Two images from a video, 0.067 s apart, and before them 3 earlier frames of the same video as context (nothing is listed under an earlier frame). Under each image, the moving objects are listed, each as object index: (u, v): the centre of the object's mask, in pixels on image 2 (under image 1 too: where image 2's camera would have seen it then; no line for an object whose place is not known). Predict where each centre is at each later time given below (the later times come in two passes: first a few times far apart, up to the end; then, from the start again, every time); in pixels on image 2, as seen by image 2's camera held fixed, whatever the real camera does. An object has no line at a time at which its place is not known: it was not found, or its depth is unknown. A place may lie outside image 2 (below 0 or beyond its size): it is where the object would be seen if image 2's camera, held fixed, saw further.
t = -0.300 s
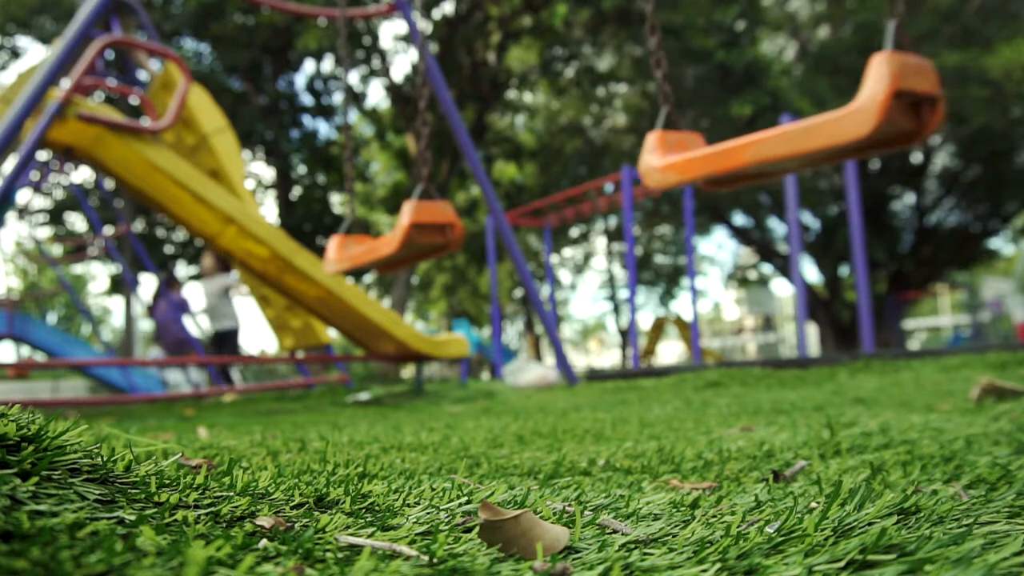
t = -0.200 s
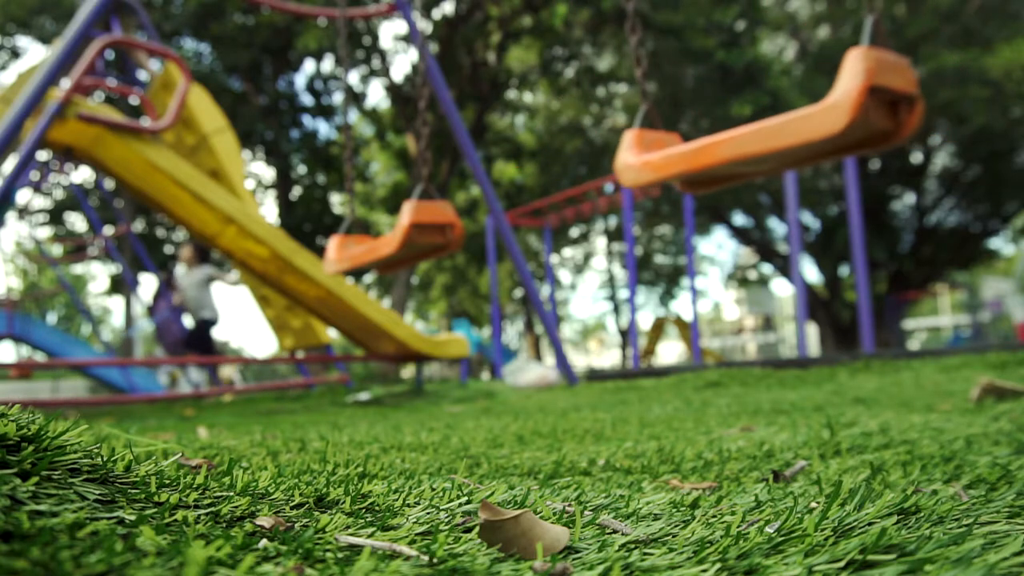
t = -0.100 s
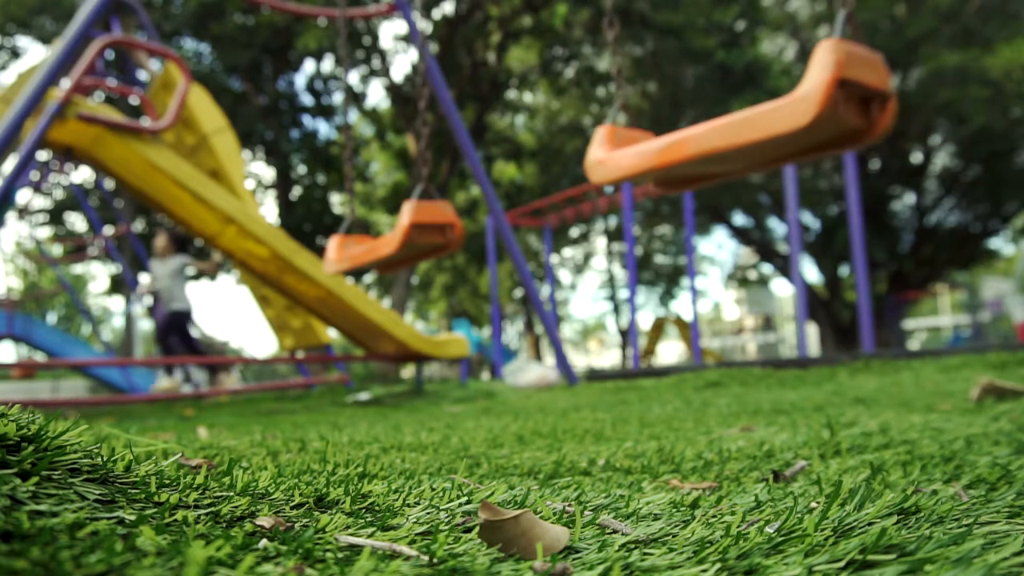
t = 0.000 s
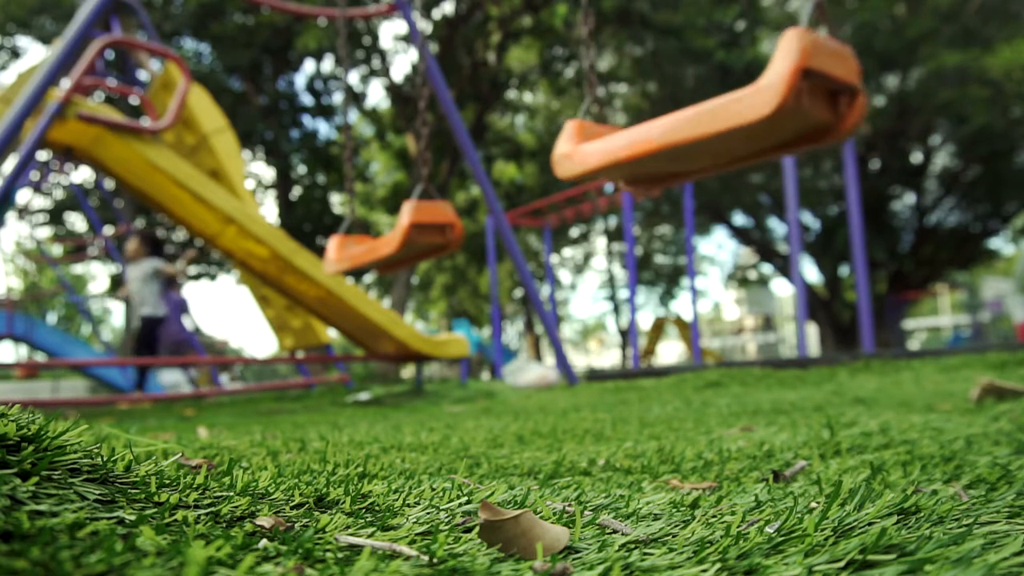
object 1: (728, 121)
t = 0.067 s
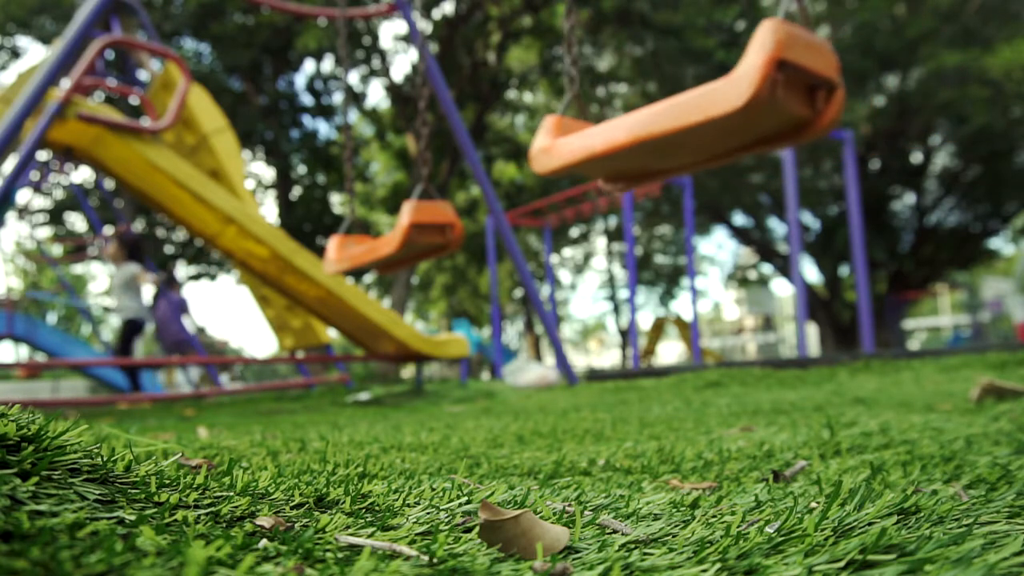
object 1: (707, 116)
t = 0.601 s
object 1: (603, 86)
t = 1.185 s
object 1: (764, 124)
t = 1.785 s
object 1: (828, 133)
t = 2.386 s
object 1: (691, 111)
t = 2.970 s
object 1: (621, 89)
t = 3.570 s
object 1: (793, 129)
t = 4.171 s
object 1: (811, 134)
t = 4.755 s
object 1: (662, 101)
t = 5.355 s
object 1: (653, 95)
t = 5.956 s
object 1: (809, 133)
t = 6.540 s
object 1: (793, 134)
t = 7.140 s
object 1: (634, 92)
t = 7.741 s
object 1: (690, 105)
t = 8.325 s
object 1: (817, 135)
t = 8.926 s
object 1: (769, 129)
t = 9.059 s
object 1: (734, 121)
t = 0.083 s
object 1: (702, 115)
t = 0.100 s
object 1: (696, 113)
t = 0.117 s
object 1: (691, 111)
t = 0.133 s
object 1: (686, 110)
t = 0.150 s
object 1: (680, 108)
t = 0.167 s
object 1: (675, 106)
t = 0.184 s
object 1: (670, 105)
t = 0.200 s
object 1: (664, 103)
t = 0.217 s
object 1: (659, 102)
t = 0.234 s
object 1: (654, 100)
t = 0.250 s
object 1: (649, 99)
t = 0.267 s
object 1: (644, 98)
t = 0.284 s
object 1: (640, 97)
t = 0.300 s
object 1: (636, 96)
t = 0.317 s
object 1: (631, 95)
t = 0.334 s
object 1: (627, 94)
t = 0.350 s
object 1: (623, 93)
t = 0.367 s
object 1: (620, 92)
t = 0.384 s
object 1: (617, 91)
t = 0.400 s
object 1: (613, 90)
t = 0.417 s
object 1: (611, 89)
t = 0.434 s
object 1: (608, 89)
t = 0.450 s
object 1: (606, 88)
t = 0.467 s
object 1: (605, 88)
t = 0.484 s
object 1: (603, 87)
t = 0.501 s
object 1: (602, 87)
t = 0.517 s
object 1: (602, 87)
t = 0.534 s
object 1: (601, 86)
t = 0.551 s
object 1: (601, 86)
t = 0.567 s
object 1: (601, 86)
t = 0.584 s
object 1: (602, 86)
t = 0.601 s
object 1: (603, 86)
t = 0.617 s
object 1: (604, 87)
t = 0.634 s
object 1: (606, 87)
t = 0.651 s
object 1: (608, 87)
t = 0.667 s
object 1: (611, 88)
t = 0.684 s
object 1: (613, 89)
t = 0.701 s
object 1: (616, 89)
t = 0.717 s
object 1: (620, 90)
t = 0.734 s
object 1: (623, 91)
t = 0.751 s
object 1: (627, 92)
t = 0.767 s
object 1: (631, 93)
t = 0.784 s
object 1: (636, 93)
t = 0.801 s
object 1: (641, 94)
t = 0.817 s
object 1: (646, 95)
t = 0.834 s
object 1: (651, 96)
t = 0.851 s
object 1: (656, 98)
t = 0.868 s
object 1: (662, 99)
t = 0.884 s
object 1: (667, 100)
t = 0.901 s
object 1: (673, 101)
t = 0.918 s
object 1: (678, 103)
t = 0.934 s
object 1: (684, 104)
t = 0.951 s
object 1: (689, 106)
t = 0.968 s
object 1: (695, 108)
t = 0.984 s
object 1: (700, 109)
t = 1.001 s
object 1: (706, 111)
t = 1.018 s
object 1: (711, 112)
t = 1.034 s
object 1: (717, 113)
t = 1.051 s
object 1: (722, 115)
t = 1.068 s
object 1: (728, 116)
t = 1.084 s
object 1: (733, 118)
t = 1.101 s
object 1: (739, 119)
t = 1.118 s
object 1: (744, 120)
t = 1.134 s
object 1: (749, 121)
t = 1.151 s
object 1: (754, 122)
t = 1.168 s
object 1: (759, 123)
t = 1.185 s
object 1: (764, 124)
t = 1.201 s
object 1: (769, 125)
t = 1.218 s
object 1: (773, 126)
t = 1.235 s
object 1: (778, 127)
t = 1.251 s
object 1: (782, 127)
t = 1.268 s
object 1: (786, 128)
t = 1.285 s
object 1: (790, 128)
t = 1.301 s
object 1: (794, 129)
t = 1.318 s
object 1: (798, 129)
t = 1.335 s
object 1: (801, 129)
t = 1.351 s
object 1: (804, 130)
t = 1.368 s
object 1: (807, 130)
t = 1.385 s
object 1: (810, 130)
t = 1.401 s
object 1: (812, 131)
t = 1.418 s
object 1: (815, 131)
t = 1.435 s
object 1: (818, 131)
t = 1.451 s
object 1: (820, 131)
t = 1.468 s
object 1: (822, 132)
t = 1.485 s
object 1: (824, 132)
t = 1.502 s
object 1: (826, 132)
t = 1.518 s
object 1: (828, 132)
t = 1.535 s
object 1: (829, 132)
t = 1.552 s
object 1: (830, 132)
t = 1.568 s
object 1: (831, 132)
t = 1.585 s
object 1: (832, 132)
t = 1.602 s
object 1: (833, 132)
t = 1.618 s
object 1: (833, 132)
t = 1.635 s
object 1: (834, 132)
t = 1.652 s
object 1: (834, 132)
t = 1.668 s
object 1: (834, 133)
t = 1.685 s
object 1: (834, 132)
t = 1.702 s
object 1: (833, 132)
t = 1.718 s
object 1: (833, 133)
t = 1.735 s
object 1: (832, 133)
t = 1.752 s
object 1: (831, 133)
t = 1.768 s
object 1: (830, 133)
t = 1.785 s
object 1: (828, 133)
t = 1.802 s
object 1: (827, 133)
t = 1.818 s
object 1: (826, 133)
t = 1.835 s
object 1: (824, 133)
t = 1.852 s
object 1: (822, 133)
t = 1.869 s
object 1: (820, 133)
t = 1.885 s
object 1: (817, 133)
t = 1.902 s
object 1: (815, 133)
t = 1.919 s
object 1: (812, 133)
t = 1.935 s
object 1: (809, 133)
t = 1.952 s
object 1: (806, 133)
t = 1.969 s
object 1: (804, 133)
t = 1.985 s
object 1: (801, 133)
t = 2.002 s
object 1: (798, 133)
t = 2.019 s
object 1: (794, 132)
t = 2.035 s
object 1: (790, 132)
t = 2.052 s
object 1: (786, 132)
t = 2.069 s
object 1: (783, 131)
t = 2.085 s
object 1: (779, 131)
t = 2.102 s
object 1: (775, 130)
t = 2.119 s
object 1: (770, 130)
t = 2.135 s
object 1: (766, 129)
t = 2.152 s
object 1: (761, 128)
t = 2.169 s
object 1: (757, 128)
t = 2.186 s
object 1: (752, 127)
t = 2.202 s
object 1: (747, 126)
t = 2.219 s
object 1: (742, 125)
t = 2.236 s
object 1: (736, 124)
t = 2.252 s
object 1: (731, 124)
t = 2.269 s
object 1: (727, 122)
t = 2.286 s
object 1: (722, 120)
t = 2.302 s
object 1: (717, 119)
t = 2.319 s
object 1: (711, 117)
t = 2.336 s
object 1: (706, 116)
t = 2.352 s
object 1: (701, 114)
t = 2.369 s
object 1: (696, 113)
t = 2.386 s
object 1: (691, 111)
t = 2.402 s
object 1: (686, 110)
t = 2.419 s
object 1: (681, 108)
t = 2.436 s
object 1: (676, 106)
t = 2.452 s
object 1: (670, 105)
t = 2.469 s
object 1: (665, 103)
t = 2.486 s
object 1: (660, 102)
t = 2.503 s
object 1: (655, 100)
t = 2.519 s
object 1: (650, 99)
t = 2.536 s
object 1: (645, 98)
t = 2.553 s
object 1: (640, 97)
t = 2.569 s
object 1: (636, 96)
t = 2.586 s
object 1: (632, 95)
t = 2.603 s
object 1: (628, 94)
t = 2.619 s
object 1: (625, 92)
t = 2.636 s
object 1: (621, 91)
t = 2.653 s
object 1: (618, 90)
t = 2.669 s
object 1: (615, 90)
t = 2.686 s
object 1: (613, 89)
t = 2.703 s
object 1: (611, 88)
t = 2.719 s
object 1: (609, 87)
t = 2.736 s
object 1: (607, 87)
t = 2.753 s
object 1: (606, 86)
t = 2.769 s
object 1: (605, 86)
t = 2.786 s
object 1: (605, 86)
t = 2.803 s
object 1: (605, 86)
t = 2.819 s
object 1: (605, 86)
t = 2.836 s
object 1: (605, 86)
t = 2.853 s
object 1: (606, 86)
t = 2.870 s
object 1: (607, 86)
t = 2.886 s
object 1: (608, 86)
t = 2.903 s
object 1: (610, 86)
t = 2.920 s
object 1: (612, 87)
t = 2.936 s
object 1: (615, 88)
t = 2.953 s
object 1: (618, 88)
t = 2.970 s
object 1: (621, 89)
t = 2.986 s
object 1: (624, 90)
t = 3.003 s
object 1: (628, 90)
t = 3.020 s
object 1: (632, 91)
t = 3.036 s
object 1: (636, 92)
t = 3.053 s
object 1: (641, 93)
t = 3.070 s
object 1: (645, 94)
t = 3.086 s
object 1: (650, 95)
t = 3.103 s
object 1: (655, 96)
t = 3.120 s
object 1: (660, 97)
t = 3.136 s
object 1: (666, 98)
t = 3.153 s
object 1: (671, 100)
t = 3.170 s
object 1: (676, 101)
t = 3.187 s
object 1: (682, 102)
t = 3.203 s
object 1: (687, 104)
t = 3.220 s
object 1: (692, 105)
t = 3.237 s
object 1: (698, 107)
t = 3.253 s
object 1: (703, 109)
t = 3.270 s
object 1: (709, 110)
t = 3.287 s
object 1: (714, 111)
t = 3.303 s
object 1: (719, 113)
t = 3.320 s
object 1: (725, 114)
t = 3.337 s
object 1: (730, 116)
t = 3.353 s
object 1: (735, 117)
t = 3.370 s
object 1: (740, 119)
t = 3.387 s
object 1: (746, 120)
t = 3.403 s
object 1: (751, 121)
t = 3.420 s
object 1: (755, 122)
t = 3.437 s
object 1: (760, 123)
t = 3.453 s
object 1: (765, 124)
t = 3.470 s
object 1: (769, 125)
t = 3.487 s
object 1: (773, 126)
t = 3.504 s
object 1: (778, 127)
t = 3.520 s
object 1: (782, 127)
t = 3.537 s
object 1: (786, 128)
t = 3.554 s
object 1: (789, 129)
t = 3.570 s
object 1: (793, 129)
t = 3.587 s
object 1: (796, 130)
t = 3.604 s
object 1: (799, 130)
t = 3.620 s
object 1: (803, 130)
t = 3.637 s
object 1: (805, 131)
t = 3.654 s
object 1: (808, 131)
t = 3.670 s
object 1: (810, 131)
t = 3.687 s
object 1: (813, 131)
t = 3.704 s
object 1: (816, 132)
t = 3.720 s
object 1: (817, 132)
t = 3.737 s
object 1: (819, 132)
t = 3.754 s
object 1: (821, 133)
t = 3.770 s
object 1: (823, 133)
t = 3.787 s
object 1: (824, 133)
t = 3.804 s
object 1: (825, 133)
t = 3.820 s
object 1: (826, 133)
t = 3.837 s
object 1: (827, 133)
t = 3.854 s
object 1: (828, 133)
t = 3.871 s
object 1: (829, 133)
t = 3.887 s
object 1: (829, 133)
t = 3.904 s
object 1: (829, 133)
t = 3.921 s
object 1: (830, 133)
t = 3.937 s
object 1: (829, 134)
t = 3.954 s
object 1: (830, 134)
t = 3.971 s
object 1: (829, 134)
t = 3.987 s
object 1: (829, 134)
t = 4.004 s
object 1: (828, 134)
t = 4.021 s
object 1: (827, 134)
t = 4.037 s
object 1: (826, 134)
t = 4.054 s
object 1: (824, 134)
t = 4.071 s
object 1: (823, 134)
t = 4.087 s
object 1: (822, 134)
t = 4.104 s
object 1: (820, 134)
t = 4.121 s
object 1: (818, 134)
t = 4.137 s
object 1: (816, 134)
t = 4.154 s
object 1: (814, 134)
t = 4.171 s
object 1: (811, 134)
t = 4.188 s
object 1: (808, 134)
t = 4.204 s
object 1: (806, 134)
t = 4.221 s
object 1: (803, 134)
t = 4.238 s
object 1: (801, 134)
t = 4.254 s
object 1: (797, 134)
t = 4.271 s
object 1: (794, 133)
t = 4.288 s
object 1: (791, 133)
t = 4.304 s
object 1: (788, 133)
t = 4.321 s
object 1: (784, 133)
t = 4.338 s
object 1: (780, 132)
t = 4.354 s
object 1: (776, 131)
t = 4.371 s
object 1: (772, 131)
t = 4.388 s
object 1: (769, 130)
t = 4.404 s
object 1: (764, 129)
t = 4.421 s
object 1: (760, 128)
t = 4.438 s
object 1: (755, 128)
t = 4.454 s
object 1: (751, 127)
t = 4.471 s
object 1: (746, 126)
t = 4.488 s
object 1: (740, 125)
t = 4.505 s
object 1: (736, 124)
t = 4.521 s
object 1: (730, 123)
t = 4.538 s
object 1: (726, 121)
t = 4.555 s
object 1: (721, 120)
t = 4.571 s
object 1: (716, 119)
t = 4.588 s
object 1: (711, 117)
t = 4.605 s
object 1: (706, 115)
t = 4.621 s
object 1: (701, 114)
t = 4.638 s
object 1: (696, 113)
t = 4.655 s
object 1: (691, 111)
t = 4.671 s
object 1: (687, 109)
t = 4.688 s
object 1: (682, 107)
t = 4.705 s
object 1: (677, 105)
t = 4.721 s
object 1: (672, 104)
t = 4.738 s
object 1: (667, 102)
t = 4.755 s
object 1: (662, 101)
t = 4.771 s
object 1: (657, 100)
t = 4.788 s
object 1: (652, 98)
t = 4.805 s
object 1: (647, 97)
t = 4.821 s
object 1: (643, 96)
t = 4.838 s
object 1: (639, 95)
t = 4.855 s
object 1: (635, 94)
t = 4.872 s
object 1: (631, 93)
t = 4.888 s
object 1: (628, 92)
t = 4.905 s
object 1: (625, 91)
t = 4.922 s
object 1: (622, 90)
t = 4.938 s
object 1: (619, 89)
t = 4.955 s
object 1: (616, 88)
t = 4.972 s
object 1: (614, 88)
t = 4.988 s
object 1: (612, 87)
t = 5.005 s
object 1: (611, 86)
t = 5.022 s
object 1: (610, 86)
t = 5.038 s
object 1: (609, 86)
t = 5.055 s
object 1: (609, 85)
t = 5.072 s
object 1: (608, 85)
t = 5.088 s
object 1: (608, 85)
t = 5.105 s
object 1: (609, 85)
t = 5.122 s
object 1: (610, 85)
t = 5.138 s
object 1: (611, 85)
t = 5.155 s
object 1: (612, 85)
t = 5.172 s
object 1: (614, 86)
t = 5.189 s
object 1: (616, 86)
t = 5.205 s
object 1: (618, 87)
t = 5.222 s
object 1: (621, 88)
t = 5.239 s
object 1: (624, 88)
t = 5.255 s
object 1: (628, 89)
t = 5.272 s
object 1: (631, 90)
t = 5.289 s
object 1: (635, 91)
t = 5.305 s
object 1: (639, 92)
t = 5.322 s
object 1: (644, 93)
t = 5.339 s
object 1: (649, 94)
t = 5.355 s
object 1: (653, 95)
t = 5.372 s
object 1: (658, 96)
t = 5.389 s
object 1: (663, 97)
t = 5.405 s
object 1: (669, 98)
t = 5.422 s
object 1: (674, 100)
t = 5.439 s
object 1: (679, 101)
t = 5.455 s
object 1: (684, 102)
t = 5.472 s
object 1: (689, 104)
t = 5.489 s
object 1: (694, 106)
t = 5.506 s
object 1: (700, 107)
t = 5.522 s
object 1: (705, 109)
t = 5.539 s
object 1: (710, 110)
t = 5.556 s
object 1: (715, 112)
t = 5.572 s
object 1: (720, 113)
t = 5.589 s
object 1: (726, 115)
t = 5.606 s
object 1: (731, 116)
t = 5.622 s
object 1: (735, 118)
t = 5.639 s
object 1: (740, 119)
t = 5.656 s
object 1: (746, 120)
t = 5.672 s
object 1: (750, 121)
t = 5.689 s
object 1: (755, 122)
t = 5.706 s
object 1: (759, 124)
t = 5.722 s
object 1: (764, 124)
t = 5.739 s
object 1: (769, 125)
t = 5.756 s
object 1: (772, 126)
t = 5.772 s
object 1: (776, 127)
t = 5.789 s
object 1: (780, 128)
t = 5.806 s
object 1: (784, 129)
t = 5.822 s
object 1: (787, 129)
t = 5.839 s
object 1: (791, 130)
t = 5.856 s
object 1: (794, 130)
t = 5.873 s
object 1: (797, 131)
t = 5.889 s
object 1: (800, 131)
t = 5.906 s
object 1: (803, 132)
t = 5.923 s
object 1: (805, 132)
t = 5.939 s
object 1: (807, 132)
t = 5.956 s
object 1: (809, 133)
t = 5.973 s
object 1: (812, 133)
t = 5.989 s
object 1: (814, 133)
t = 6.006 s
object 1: (816, 133)
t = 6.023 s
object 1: (818, 133)
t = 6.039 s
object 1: (819, 133)
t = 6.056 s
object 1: (821, 134)
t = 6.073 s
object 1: (822, 134)
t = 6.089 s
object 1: (823, 134)
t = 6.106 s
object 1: (824, 134)
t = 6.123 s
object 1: (824, 134)
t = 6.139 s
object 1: (825, 134)
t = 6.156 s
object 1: (825, 134)
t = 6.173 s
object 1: (825, 134)
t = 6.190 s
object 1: (826, 134)
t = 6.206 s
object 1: (825, 135)
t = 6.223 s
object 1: (825, 135)
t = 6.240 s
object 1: (825, 135)
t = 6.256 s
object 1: (824, 135)
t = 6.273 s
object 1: (824, 135)
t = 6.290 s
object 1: (823, 135)
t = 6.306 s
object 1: (822, 135)
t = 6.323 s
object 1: (821, 135)
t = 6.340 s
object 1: (820, 135)
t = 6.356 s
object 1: (818, 135)
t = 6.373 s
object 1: (816, 135)
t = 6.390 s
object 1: (815, 135)
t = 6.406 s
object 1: (813, 135)
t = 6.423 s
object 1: (811, 135)
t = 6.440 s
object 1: (808, 135)
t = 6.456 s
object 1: (806, 135)
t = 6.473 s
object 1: (804, 135)
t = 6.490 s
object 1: (802, 134)
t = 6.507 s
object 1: (799, 134)
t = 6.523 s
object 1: (796, 134)
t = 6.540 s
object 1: (793, 134)
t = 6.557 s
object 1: (790, 133)
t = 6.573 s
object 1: (786, 133)
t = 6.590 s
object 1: (783, 132)
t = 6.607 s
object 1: (780, 132)
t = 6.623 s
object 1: (776, 131)
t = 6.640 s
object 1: (772, 130)
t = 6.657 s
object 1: (768, 130)
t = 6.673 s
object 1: (763, 129)
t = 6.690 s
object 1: (759, 128)
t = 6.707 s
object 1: (755, 127)
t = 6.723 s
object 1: (751, 126)
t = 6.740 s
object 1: (746, 125)
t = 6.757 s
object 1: (741, 125)
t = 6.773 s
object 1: (736, 124)
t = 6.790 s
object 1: (732, 122)
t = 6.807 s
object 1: (727, 121)
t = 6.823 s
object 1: (723, 119)
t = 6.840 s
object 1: (718, 117)
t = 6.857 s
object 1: (713, 116)
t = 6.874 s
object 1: (708, 115)
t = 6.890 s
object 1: (703, 113)
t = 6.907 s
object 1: (699, 111)
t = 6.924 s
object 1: (694, 110)
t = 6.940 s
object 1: (689, 108)
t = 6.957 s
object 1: (685, 106)
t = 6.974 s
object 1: (680, 104)
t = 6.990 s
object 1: (675, 103)
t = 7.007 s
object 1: (670, 101)
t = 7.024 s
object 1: (665, 99)
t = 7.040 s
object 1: (660, 98)
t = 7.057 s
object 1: (655, 97)
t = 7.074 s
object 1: (651, 96)
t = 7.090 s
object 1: (646, 95)
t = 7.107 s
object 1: (642, 94)
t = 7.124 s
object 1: (638, 93)
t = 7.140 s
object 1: (634, 92)
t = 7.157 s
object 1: (631, 91)
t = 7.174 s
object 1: (628, 90)
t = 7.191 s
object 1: (624, 89)
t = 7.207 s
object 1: (622, 88)
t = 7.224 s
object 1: (619, 88)
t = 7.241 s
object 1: (617, 87)
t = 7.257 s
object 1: (615, 86)
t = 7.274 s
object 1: (614, 86)
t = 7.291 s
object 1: (613, 85)
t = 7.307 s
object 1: (612, 85)
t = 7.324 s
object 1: (611, 85)
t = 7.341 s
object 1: (611, 85)
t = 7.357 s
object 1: (611, 85)
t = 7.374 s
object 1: (612, 85)
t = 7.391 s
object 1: (613, 85)
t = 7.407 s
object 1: (614, 85)
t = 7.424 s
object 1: (615, 86)
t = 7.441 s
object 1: (617, 86)
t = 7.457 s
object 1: (619, 86)
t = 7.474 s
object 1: (621, 87)
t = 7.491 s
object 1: (624, 88)
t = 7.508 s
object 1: (627, 88)
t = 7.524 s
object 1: (631, 89)
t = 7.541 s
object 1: (634, 90)
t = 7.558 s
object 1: (638, 91)
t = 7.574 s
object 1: (642, 92)
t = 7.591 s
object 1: (646, 93)
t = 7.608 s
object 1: (651, 94)
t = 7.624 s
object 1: (656, 95)
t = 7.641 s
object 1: (660, 96)
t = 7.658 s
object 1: (665, 97)
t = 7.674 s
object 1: (670, 99)
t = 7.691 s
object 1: (675, 100)
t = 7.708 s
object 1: (680, 102)
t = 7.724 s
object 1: (685, 103)
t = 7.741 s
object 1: (690, 105)
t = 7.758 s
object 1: (695, 106)
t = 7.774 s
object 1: (700, 108)
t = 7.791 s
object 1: (704, 110)
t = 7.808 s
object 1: (710, 111)
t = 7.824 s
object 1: (715, 112)
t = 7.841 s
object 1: (719, 114)
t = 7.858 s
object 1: (724, 116)
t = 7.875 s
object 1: (729, 118)
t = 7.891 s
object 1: (734, 119)
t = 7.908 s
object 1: (738, 120)
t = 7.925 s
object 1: (744, 121)
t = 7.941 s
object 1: (748, 123)
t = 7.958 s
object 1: (753, 124)
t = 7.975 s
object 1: (757, 125)
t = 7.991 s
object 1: (761, 126)
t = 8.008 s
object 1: (766, 127)
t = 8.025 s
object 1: (770, 128)
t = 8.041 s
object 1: (774, 129)
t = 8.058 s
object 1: (777, 129)
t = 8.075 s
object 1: (781, 130)
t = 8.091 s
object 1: (784, 131)
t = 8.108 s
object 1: (788, 131)
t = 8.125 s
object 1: (791, 132)
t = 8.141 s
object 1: (794, 132)
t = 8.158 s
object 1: (797, 132)
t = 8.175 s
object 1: (800, 133)
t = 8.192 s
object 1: (802, 133)
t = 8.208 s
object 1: (804, 133)
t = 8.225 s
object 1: (806, 134)
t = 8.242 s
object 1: (808, 134)
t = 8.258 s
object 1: (810, 134)
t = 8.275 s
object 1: (812, 134)
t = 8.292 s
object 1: (814, 134)
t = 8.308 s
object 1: (816, 134)
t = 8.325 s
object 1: (817, 135)
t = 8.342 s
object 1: (818, 135)
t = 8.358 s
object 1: (820, 135)
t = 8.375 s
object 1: (821, 135)
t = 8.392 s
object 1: (821, 135)
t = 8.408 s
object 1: (822, 135)
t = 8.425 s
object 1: (823, 135)
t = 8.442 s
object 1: (823, 135)
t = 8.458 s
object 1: (823, 135)
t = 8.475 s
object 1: (823, 135)
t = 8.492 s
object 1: (823, 135)
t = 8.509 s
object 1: (823, 135)
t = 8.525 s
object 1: (822, 135)
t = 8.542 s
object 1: (822, 135)
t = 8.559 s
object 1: (821, 135)
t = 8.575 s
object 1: (820, 135)
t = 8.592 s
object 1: (819, 135)
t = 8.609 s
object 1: (818, 135)
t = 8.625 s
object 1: (817, 135)
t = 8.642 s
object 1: (815, 135)
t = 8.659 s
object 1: (814, 135)
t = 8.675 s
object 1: (811, 135)
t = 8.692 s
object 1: (809, 135)
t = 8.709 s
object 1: (807, 135)
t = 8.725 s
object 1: (805, 134)
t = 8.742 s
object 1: (803, 135)
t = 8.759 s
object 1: (801, 134)
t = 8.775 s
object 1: (799, 134)
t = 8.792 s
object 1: (796, 133)
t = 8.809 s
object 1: (793, 133)
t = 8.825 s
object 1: (790, 133)
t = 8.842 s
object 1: (787, 132)
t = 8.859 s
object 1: (784, 131)
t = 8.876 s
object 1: (780, 131)
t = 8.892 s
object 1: (776, 130)
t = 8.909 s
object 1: (773, 130)
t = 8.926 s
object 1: (769, 129)
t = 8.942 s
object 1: (766, 128)
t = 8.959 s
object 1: (761, 127)
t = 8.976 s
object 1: (757, 126)
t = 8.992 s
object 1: (752, 125)
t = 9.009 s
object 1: (747, 125)
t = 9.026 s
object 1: (743, 123)
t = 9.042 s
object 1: (738, 122)
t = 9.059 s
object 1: (734, 121)
